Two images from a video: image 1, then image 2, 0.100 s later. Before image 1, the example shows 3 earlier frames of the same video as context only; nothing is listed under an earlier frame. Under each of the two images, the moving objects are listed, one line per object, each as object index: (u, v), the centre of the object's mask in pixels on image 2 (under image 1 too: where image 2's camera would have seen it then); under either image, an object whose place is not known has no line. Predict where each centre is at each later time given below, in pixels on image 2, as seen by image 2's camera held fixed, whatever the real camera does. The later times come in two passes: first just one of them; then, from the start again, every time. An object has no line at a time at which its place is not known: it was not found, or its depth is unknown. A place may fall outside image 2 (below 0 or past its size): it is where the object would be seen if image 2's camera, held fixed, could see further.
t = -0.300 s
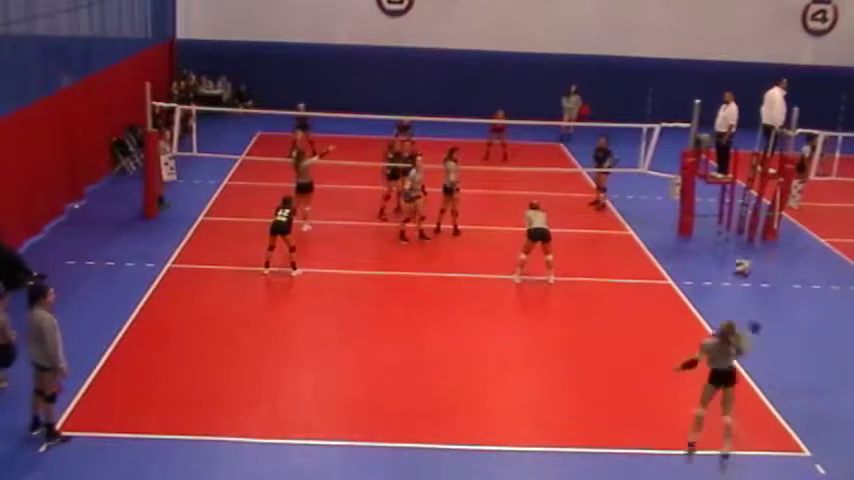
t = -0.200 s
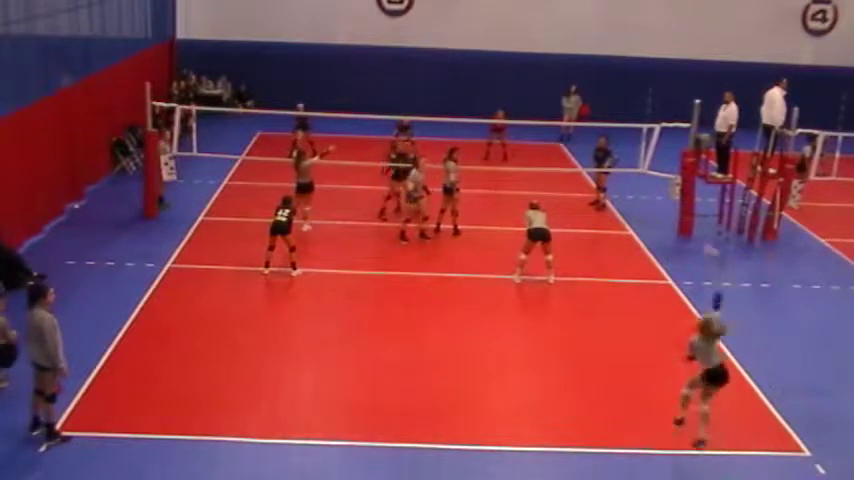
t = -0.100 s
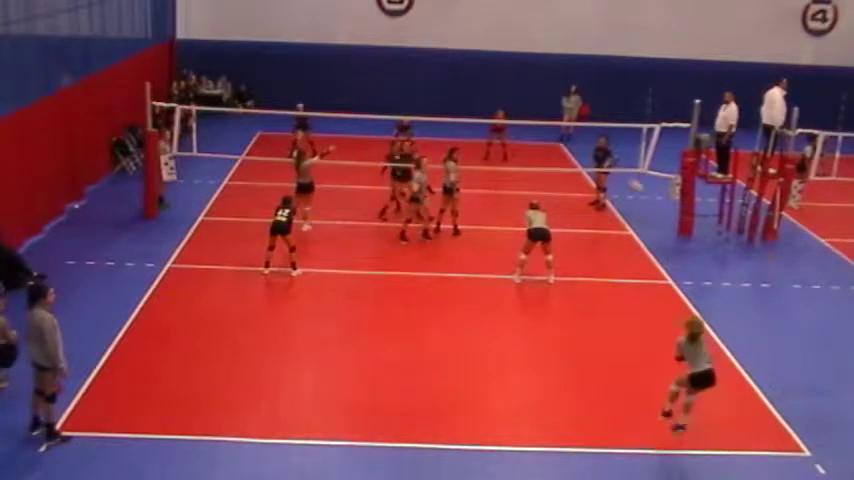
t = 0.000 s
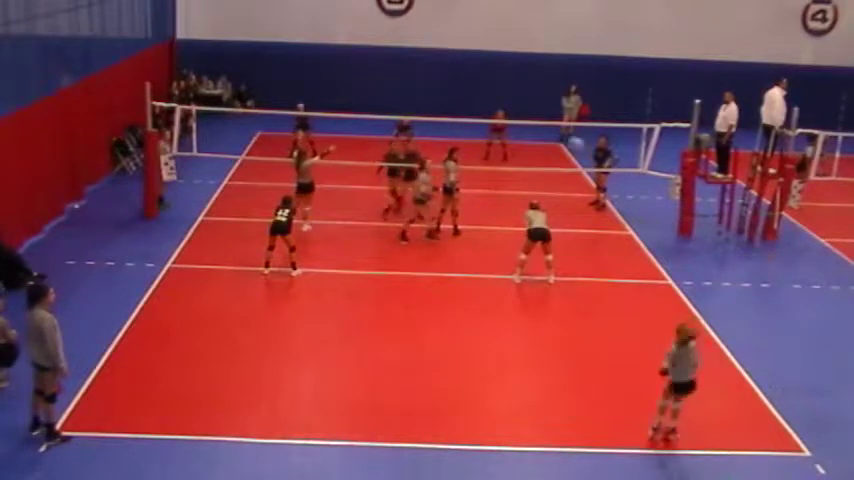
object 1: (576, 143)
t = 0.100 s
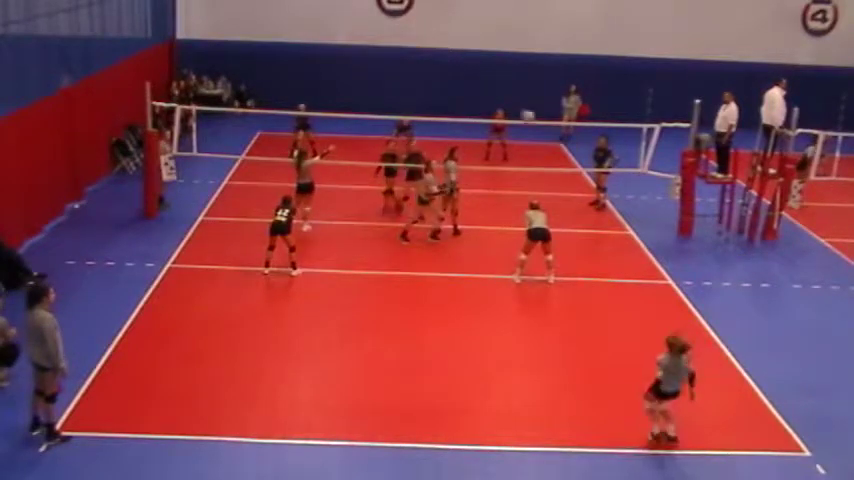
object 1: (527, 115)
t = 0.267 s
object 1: (467, 97)
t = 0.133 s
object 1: (513, 111)
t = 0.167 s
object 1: (501, 105)
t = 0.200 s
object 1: (488, 103)
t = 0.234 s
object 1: (478, 98)
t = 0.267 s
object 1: (467, 97)
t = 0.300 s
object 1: (457, 97)
